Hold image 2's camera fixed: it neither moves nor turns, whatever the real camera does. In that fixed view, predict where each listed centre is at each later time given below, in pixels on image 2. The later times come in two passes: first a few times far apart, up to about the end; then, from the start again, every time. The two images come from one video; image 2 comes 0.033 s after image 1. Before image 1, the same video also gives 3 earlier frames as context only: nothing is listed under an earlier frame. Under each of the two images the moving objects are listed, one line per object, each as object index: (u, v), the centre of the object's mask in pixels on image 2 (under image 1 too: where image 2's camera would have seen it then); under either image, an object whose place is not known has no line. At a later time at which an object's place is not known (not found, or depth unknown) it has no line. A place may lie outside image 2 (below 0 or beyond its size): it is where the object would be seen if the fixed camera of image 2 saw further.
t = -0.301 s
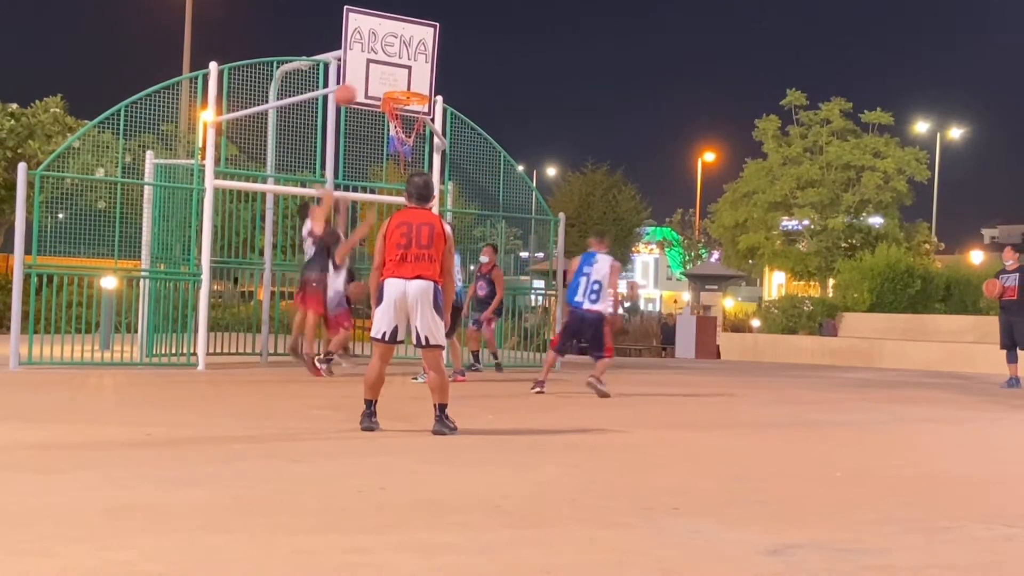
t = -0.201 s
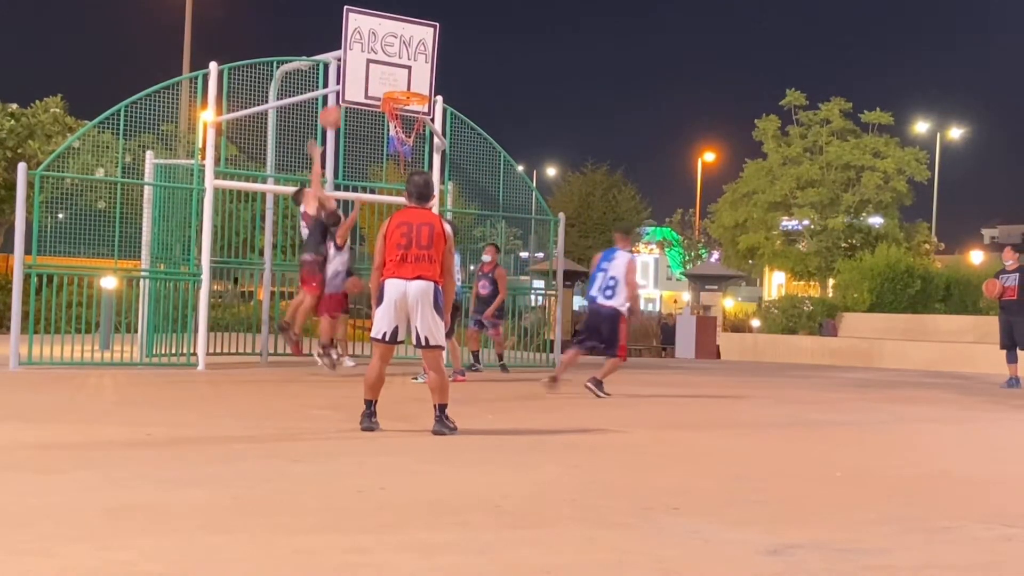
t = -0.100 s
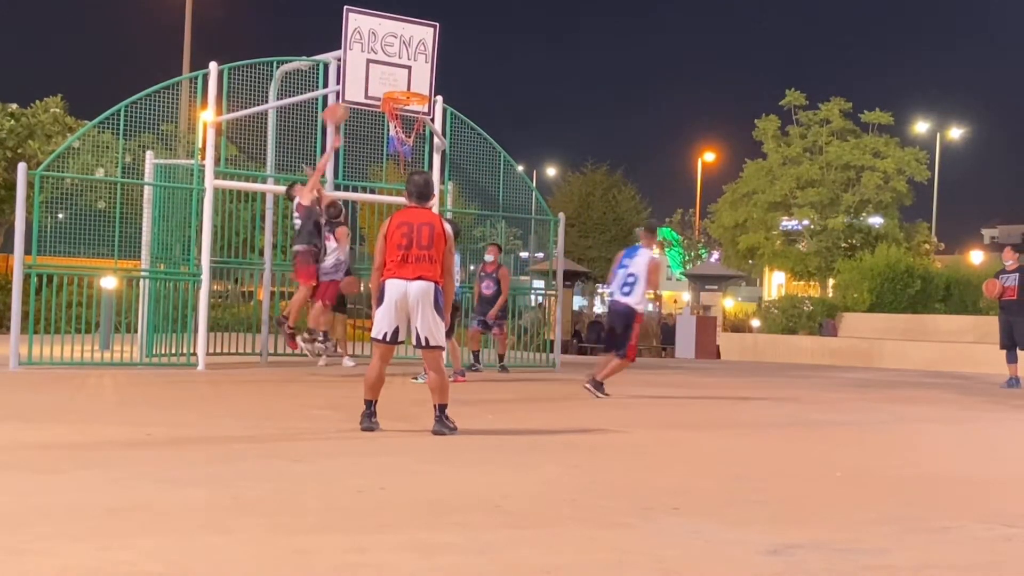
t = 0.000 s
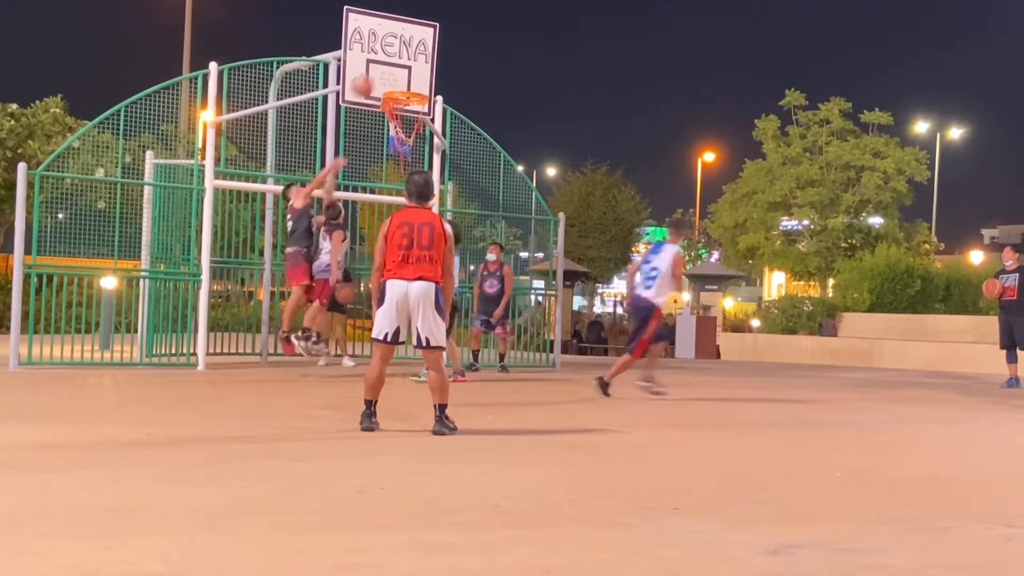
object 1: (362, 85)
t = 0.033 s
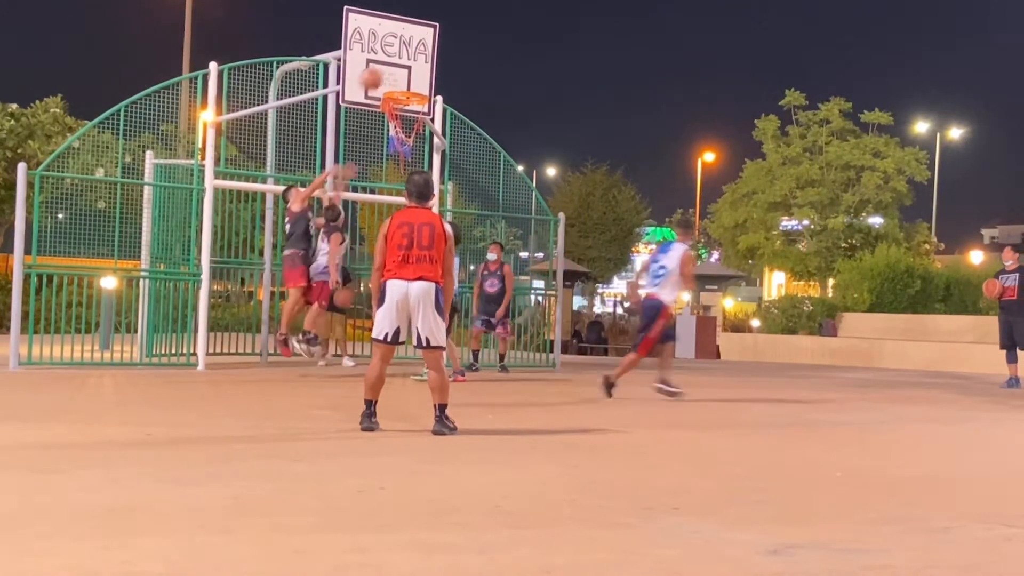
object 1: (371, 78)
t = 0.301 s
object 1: (446, 54)
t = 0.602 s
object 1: (530, 111)
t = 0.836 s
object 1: (602, 227)
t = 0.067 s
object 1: (380, 72)
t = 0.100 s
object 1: (389, 66)
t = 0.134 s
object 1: (397, 61)
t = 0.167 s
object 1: (406, 57)
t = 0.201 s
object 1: (415, 55)
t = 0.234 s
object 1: (427, 54)
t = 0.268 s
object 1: (437, 53)
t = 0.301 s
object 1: (446, 54)
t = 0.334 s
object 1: (453, 55)
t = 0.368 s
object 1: (462, 58)
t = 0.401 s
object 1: (472, 62)
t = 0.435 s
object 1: (481, 67)
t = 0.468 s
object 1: (490, 73)
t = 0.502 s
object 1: (500, 81)
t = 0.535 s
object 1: (510, 90)
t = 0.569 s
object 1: (520, 100)
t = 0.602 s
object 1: (530, 111)
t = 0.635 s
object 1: (540, 123)
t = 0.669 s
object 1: (550, 137)
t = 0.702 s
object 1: (560, 152)
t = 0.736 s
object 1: (570, 168)
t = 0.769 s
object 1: (580, 186)
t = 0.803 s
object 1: (591, 206)
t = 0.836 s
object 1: (602, 227)
